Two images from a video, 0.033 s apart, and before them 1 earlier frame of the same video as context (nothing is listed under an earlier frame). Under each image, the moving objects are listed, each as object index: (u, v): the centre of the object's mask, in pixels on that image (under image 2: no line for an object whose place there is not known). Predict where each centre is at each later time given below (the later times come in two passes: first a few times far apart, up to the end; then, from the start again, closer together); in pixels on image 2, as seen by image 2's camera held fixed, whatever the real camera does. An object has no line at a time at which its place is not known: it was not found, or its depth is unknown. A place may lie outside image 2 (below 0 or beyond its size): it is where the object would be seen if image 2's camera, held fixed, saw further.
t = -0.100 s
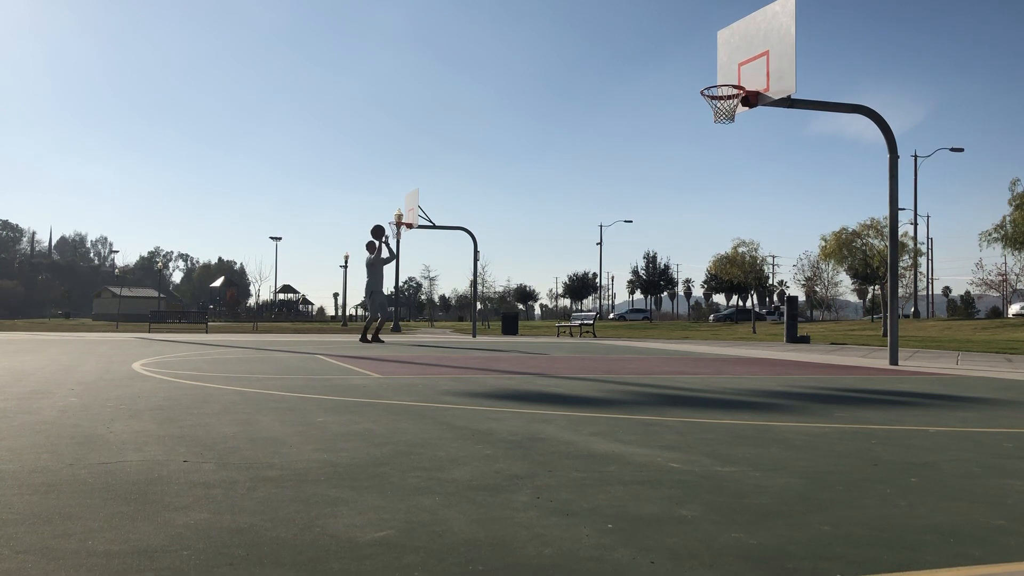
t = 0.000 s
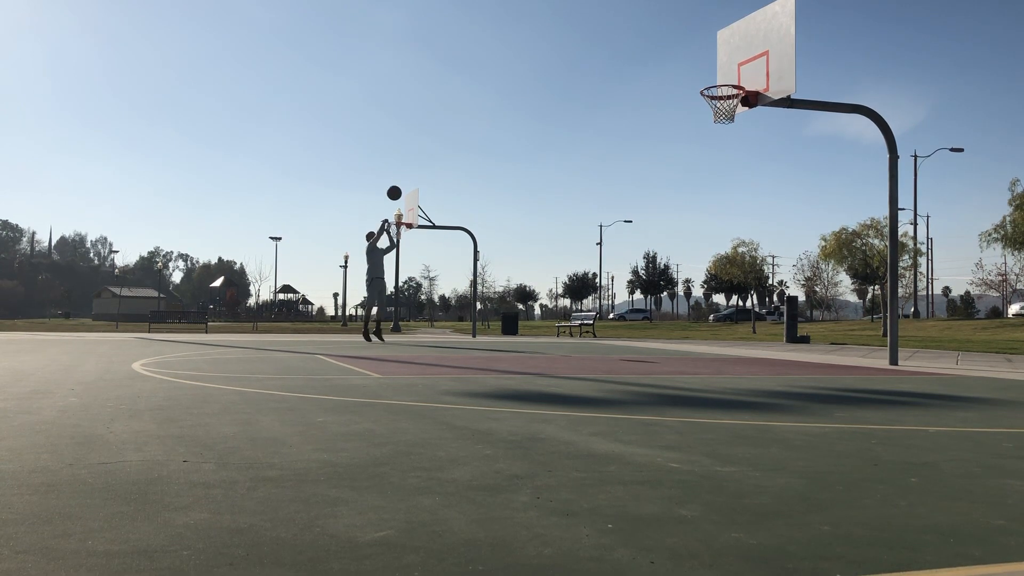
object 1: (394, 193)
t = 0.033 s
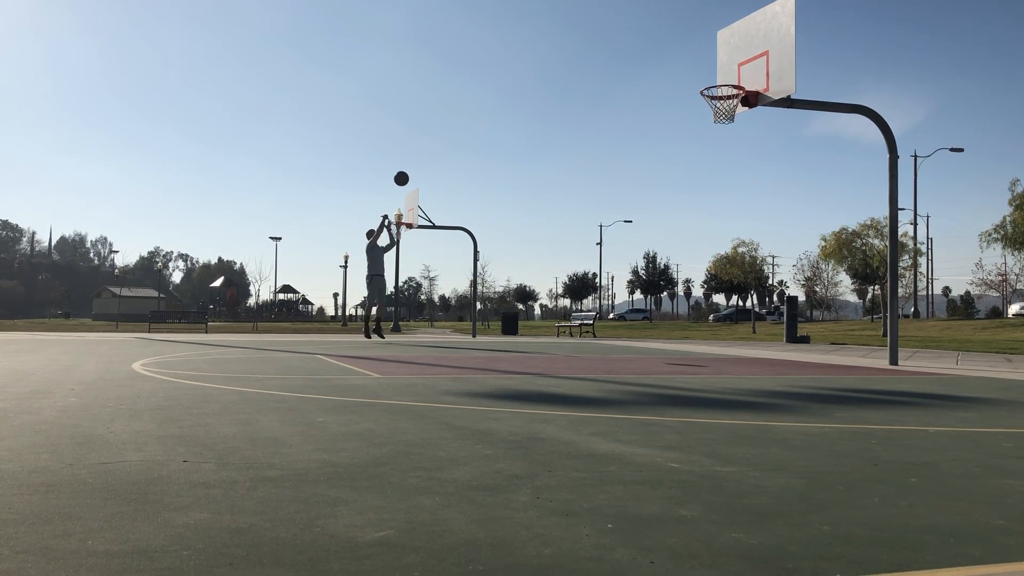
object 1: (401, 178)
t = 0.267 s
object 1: (454, 90)
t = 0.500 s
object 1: (512, 28)
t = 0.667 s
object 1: (557, 5)
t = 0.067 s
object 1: (408, 164)
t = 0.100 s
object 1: (416, 151)
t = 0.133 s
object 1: (423, 138)
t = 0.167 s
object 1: (431, 125)
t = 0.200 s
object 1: (438, 113)
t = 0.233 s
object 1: (446, 101)
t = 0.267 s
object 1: (454, 90)
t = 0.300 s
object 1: (462, 80)
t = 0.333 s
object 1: (470, 70)
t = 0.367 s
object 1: (478, 60)
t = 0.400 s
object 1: (486, 51)
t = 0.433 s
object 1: (494, 43)
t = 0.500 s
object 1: (512, 28)
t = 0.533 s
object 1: (521, 22)
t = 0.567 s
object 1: (529, 16)
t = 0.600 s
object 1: (539, 11)
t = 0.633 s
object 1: (548, 7)
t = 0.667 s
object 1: (557, 5)
